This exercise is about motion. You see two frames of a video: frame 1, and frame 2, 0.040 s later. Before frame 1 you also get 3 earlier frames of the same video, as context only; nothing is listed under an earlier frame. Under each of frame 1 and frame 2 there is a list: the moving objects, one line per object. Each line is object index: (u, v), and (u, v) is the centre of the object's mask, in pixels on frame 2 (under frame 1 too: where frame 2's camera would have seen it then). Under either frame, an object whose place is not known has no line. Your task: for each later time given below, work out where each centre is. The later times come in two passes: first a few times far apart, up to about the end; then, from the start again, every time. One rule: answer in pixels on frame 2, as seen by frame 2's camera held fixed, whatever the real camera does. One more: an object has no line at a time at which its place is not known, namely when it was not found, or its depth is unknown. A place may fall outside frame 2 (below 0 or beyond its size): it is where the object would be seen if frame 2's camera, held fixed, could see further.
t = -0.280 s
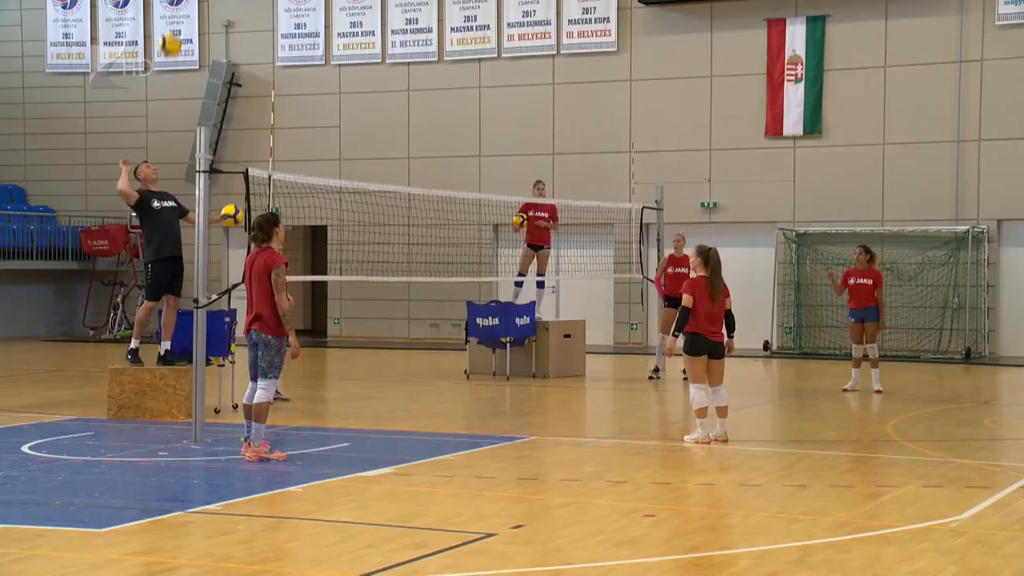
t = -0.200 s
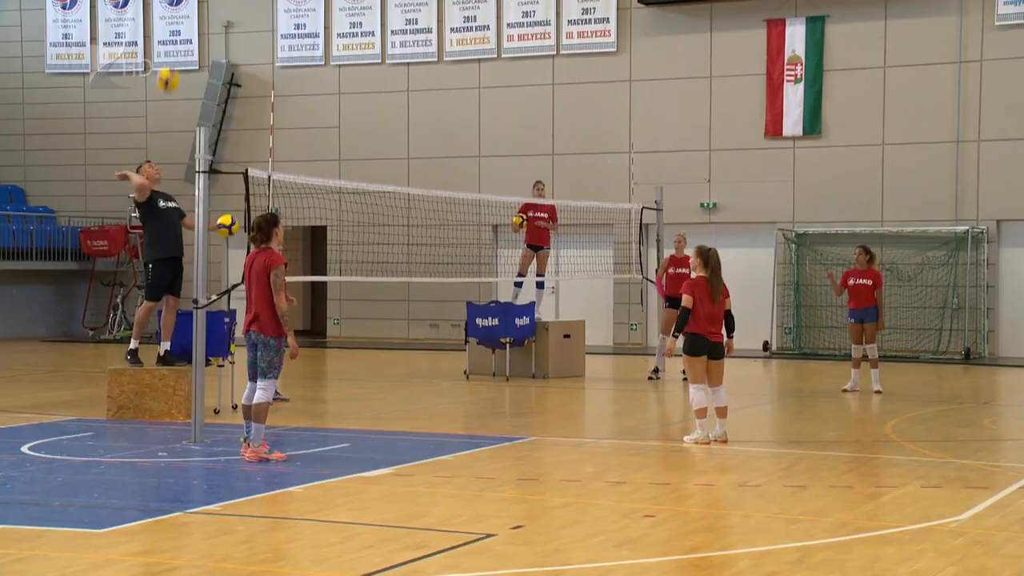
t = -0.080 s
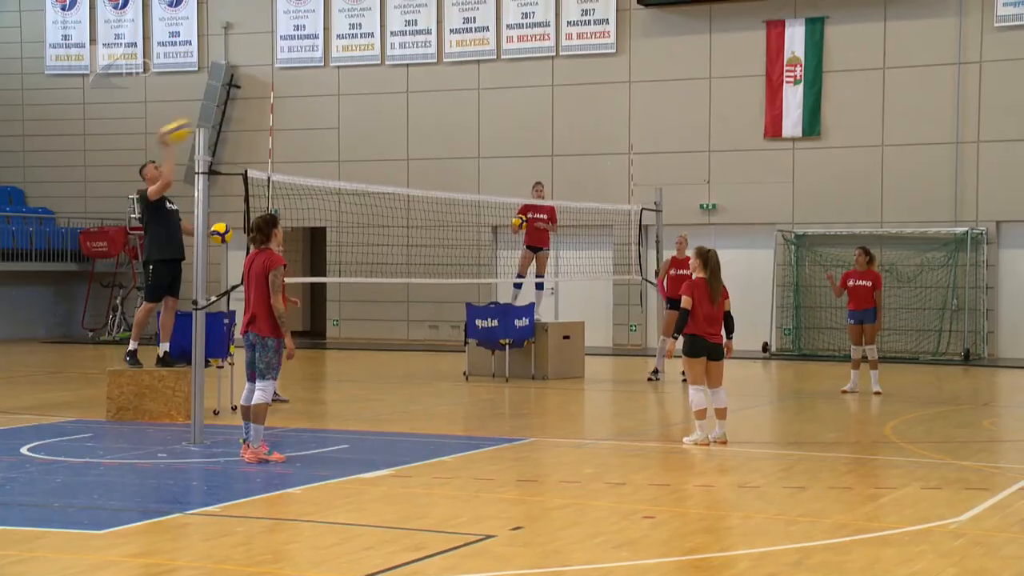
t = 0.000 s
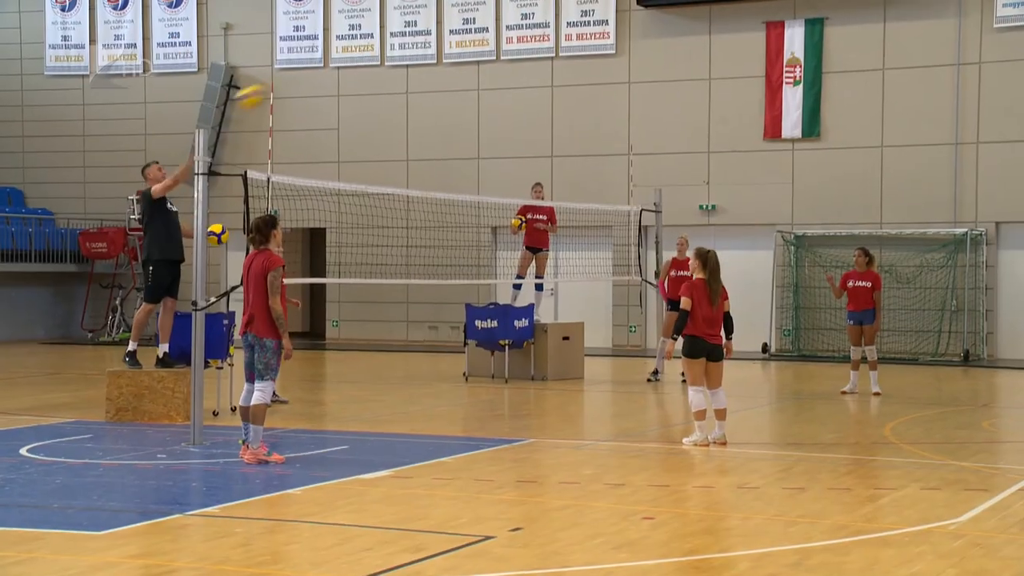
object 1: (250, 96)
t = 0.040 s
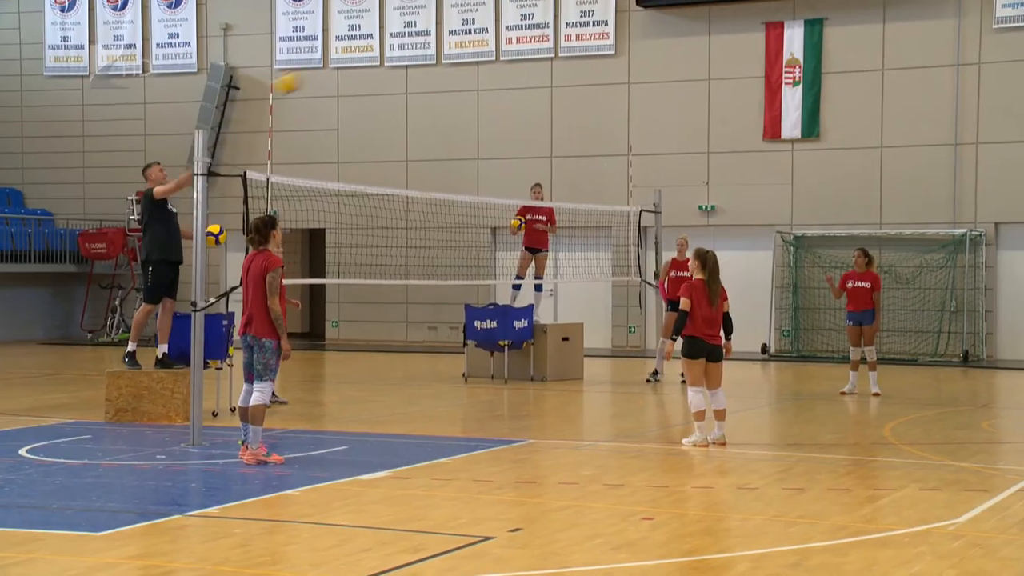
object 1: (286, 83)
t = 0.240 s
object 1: (465, 30)
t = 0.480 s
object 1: (660, 24)
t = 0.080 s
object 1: (323, 69)
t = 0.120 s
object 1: (359, 57)
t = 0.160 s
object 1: (394, 46)
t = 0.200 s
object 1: (430, 38)
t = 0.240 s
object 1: (465, 30)
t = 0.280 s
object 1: (500, 26)
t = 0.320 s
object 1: (533, 23)
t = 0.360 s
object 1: (565, 20)
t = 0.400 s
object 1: (597, 20)
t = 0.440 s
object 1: (629, 22)
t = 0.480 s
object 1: (660, 24)
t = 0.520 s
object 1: (693, 28)
